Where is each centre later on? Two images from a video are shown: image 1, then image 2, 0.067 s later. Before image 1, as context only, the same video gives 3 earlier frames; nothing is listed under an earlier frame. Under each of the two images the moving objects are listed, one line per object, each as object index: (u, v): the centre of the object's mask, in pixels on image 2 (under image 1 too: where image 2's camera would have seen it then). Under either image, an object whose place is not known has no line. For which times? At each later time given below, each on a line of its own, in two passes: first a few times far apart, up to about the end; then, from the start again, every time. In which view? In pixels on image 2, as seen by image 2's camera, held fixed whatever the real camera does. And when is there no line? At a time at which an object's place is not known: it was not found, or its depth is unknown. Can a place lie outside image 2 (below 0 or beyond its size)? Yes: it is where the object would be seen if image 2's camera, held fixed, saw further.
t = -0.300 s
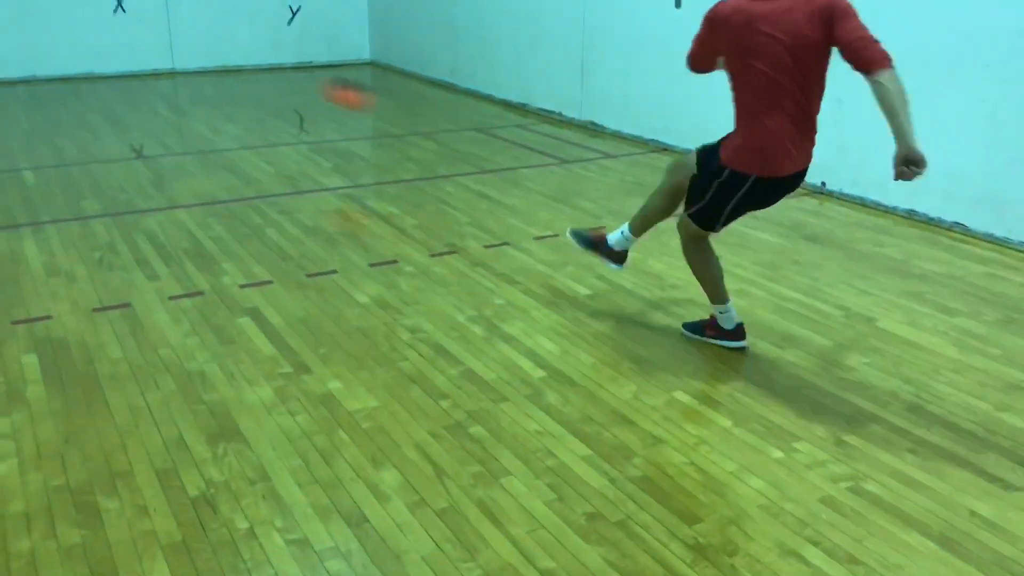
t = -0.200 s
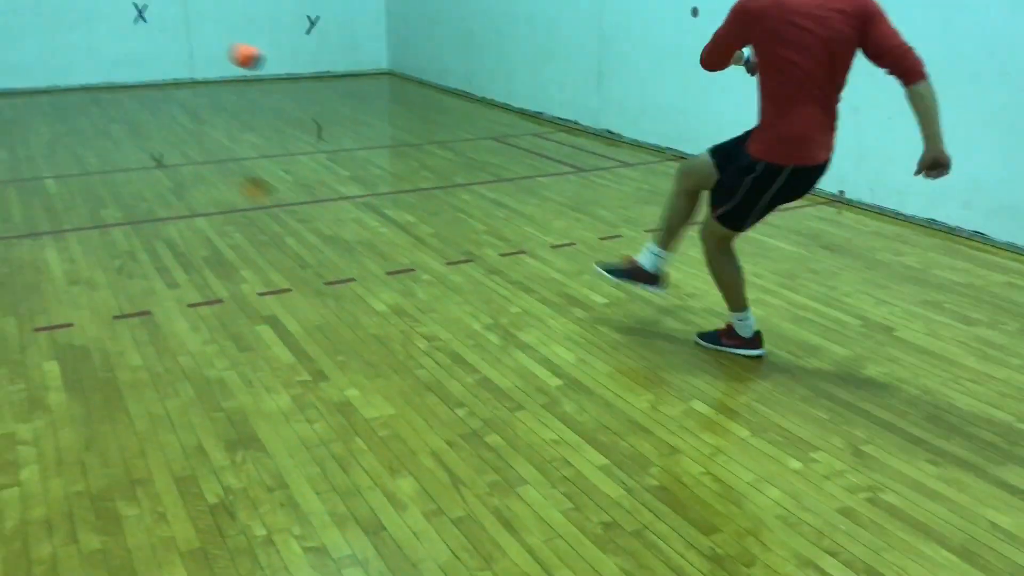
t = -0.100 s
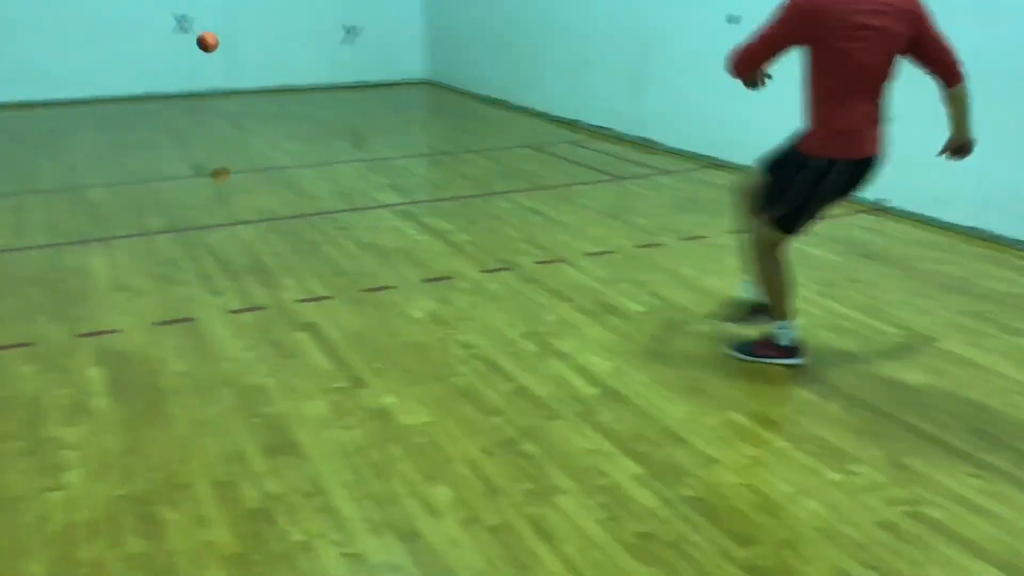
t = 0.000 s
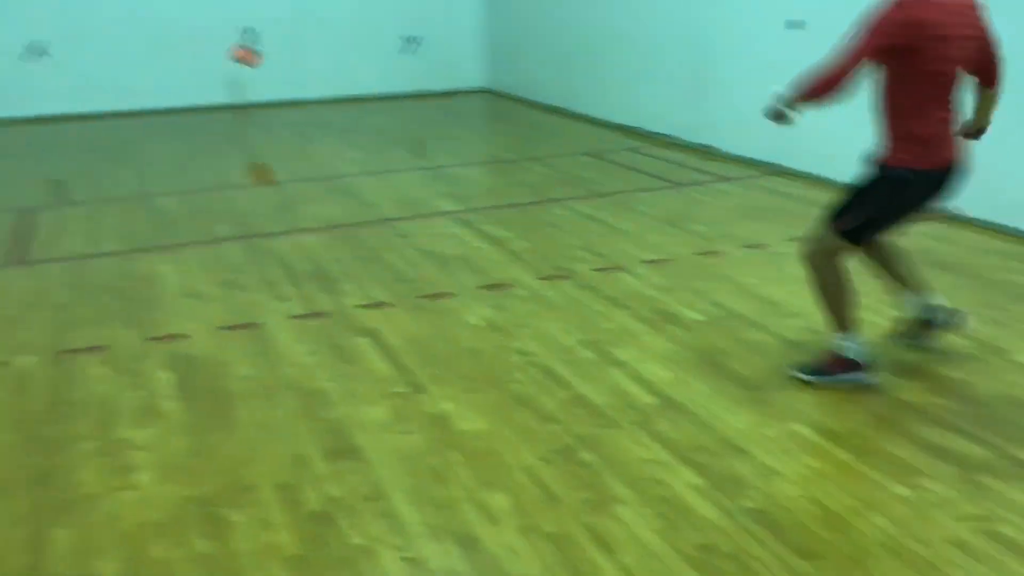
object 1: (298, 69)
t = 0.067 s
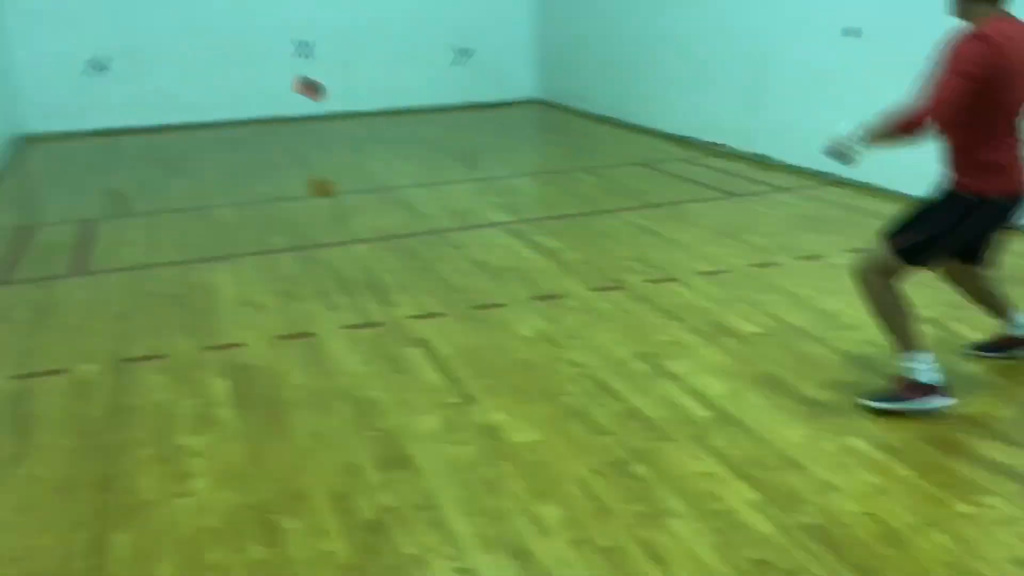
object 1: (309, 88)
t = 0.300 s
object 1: (351, 143)
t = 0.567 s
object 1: (405, 175)
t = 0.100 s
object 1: (319, 101)
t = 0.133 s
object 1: (325, 116)
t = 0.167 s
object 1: (331, 133)
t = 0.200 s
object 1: (338, 153)
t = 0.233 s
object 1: (343, 153)
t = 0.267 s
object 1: (347, 148)
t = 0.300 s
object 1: (351, 143)
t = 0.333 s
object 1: (356, 140)
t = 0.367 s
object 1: (361, 139)
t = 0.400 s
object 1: (367, 140)
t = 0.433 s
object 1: (373, 142)
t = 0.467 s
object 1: (380, 146)
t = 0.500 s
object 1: (387, 152)
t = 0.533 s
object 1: (396, 163)
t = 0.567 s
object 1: (405, 175)
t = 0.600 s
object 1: (415, 192)
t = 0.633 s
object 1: (426, 213)
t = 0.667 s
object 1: (440, 240)
